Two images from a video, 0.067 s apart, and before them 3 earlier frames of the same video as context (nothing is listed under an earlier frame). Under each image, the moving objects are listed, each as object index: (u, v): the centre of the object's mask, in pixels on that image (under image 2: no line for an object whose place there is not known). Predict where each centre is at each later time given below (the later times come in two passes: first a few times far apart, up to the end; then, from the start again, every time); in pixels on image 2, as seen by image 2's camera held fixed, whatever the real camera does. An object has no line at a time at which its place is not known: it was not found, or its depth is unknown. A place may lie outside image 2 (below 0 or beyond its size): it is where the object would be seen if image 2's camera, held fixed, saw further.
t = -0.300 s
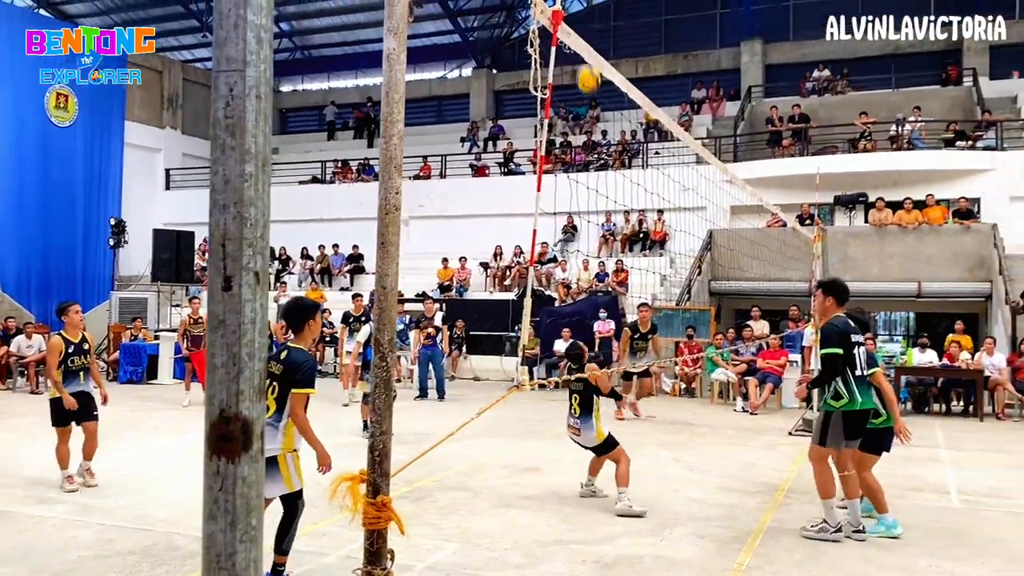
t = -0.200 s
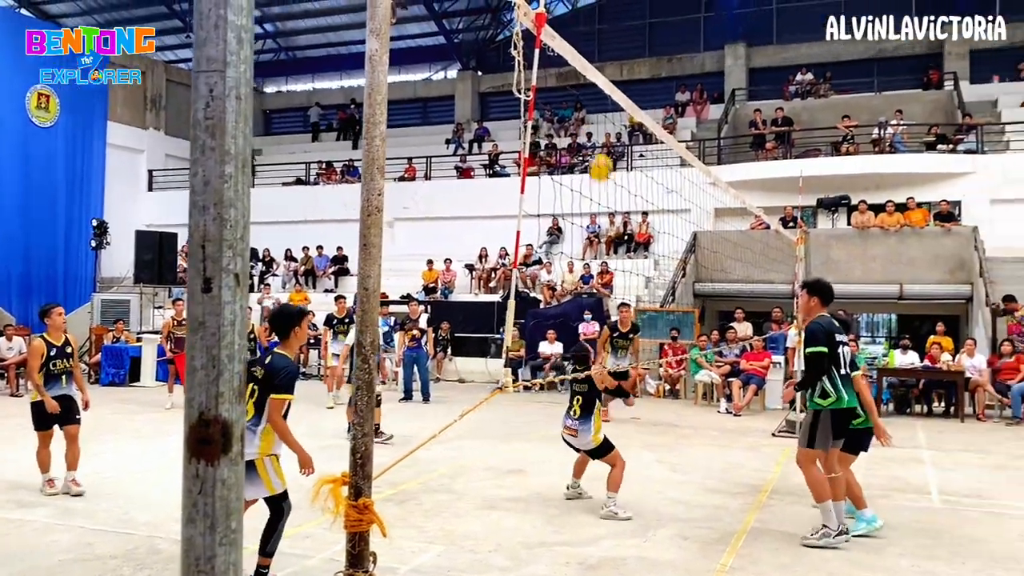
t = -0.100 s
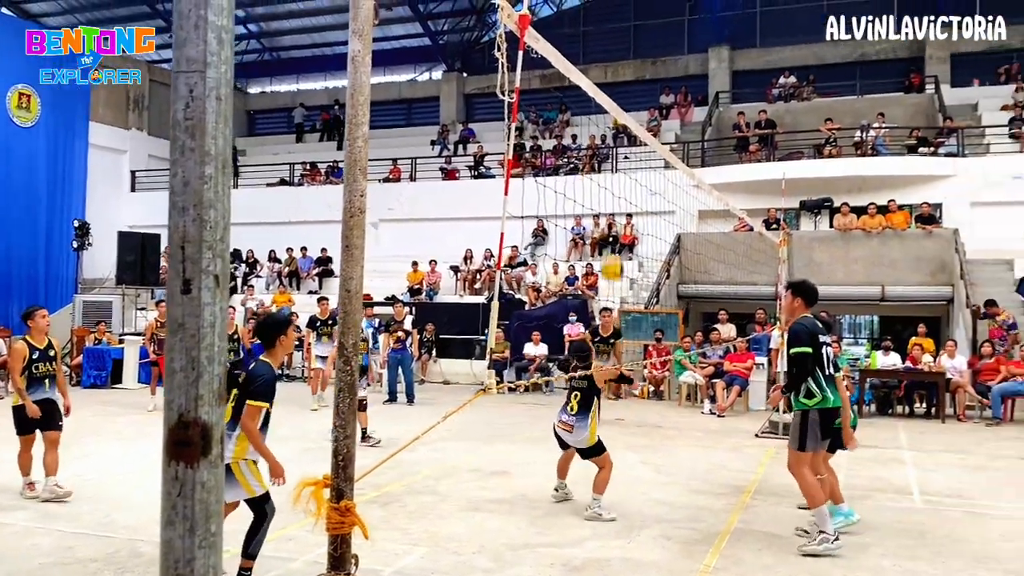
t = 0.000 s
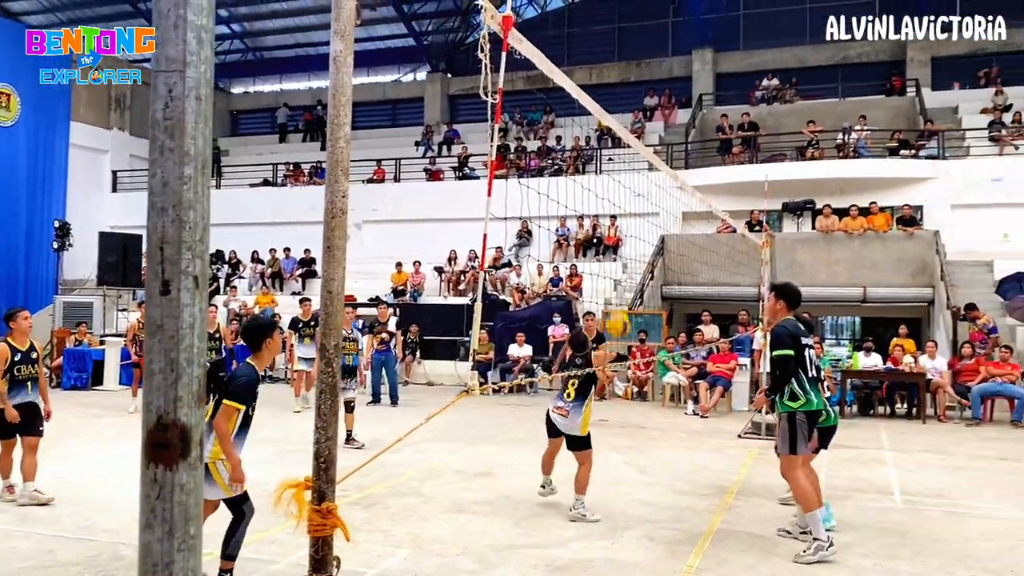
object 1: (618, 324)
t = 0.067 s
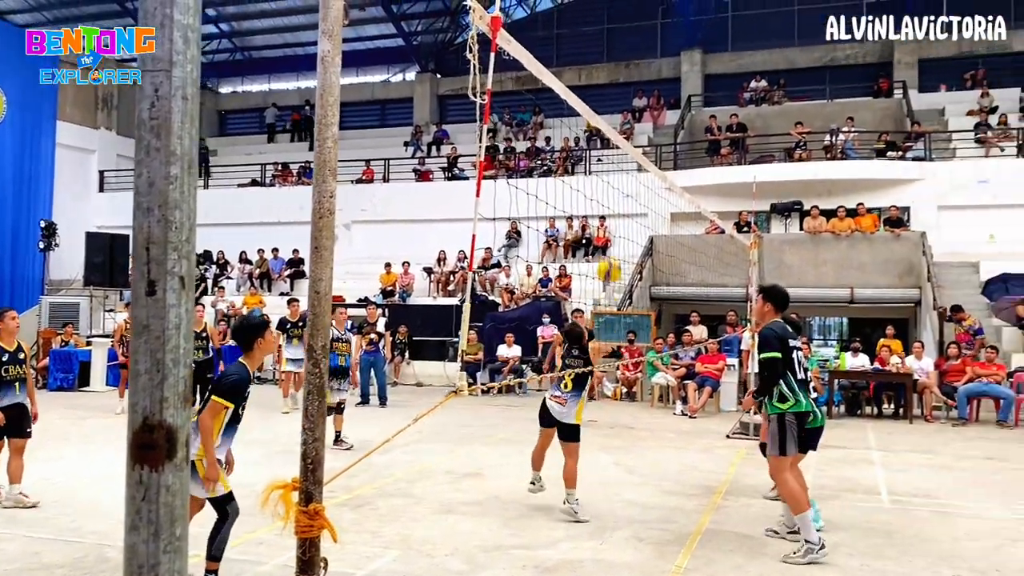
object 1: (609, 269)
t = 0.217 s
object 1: (612, 167)
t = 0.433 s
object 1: (613, 73)
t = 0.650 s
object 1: (613, 33)
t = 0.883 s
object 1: (609, 47)
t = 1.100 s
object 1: (605, 108)
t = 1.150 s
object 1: (607, 126)
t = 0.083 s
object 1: (609, 257)
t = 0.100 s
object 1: (609, 243)
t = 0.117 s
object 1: (609, 234)
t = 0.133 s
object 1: (611, 222)
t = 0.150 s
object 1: (611, 210)
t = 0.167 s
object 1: (611, 199)
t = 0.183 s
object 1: (611, 189)
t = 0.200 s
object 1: (612, 177)
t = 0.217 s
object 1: (612, 167)
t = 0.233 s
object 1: (611, 157)
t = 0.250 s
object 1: (608, 151)
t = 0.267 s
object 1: (610, 141)
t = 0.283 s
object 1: (617, 127)
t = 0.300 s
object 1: (614, 121)
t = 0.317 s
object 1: (613, 116)
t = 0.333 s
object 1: (612, 110)
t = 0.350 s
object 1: (612, 102)
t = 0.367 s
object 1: (613, 96)
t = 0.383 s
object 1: (612, 89)
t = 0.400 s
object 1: (612, 84)
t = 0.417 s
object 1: (613, 78)
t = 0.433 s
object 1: (613, 73)
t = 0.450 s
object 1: (613, 68)
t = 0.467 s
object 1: (613, 63)
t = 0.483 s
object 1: (613, 59)
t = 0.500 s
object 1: (613, 55)
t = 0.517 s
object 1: (612, 51)
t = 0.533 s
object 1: (612, 48)
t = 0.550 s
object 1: (613, 45)
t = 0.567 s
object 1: (613, 42)
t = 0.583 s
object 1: (613, 40)
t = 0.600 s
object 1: (613, 37)
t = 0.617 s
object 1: (613, 36)
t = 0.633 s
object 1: (613, 34)
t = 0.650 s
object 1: (613, 33)
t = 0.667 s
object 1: (612, 32)
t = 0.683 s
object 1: (612, 31)
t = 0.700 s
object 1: (612, 32)
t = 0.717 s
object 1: (612, 31)
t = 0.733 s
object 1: (612, 32)
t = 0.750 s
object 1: (612, 32)
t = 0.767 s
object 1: (611, 33)
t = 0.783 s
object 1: (611, 34)
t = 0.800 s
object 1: (611, 35)
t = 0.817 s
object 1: (611, 37)
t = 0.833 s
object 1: (610, 39)
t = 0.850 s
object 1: (610, 41)
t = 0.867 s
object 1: (610, 44)
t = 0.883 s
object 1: (609, 47)
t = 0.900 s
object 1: (609, 50)
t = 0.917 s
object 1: (609, 53)
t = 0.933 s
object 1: (609, 57)
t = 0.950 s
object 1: (609, 61)
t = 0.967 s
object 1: (609, 65)
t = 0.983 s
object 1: (608, 69)
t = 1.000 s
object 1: (608, 74)
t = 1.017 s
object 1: (608, 79)
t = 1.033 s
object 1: (607, 84)
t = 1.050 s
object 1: (607, 90)
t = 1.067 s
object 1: (606, 96)
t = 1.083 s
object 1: (606, 102)
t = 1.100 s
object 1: (605, 108)
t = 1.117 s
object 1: (605, 115)
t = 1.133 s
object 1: (606, 121)
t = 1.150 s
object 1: (607, 126)
